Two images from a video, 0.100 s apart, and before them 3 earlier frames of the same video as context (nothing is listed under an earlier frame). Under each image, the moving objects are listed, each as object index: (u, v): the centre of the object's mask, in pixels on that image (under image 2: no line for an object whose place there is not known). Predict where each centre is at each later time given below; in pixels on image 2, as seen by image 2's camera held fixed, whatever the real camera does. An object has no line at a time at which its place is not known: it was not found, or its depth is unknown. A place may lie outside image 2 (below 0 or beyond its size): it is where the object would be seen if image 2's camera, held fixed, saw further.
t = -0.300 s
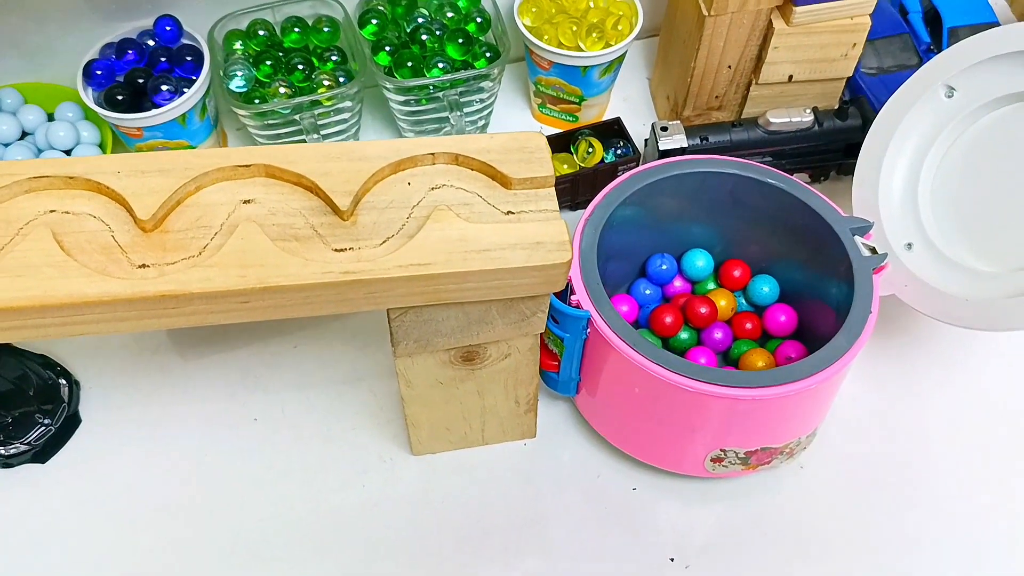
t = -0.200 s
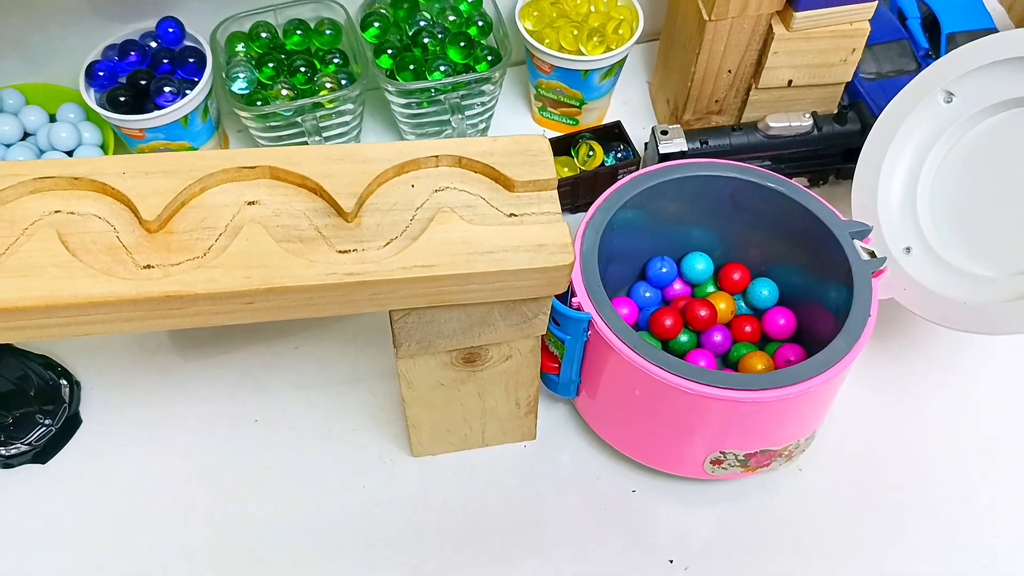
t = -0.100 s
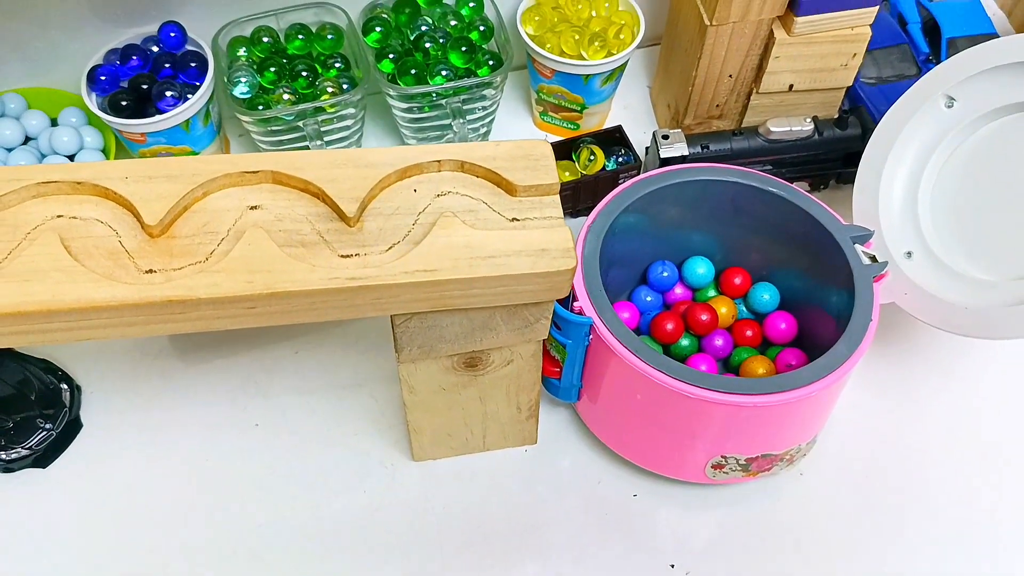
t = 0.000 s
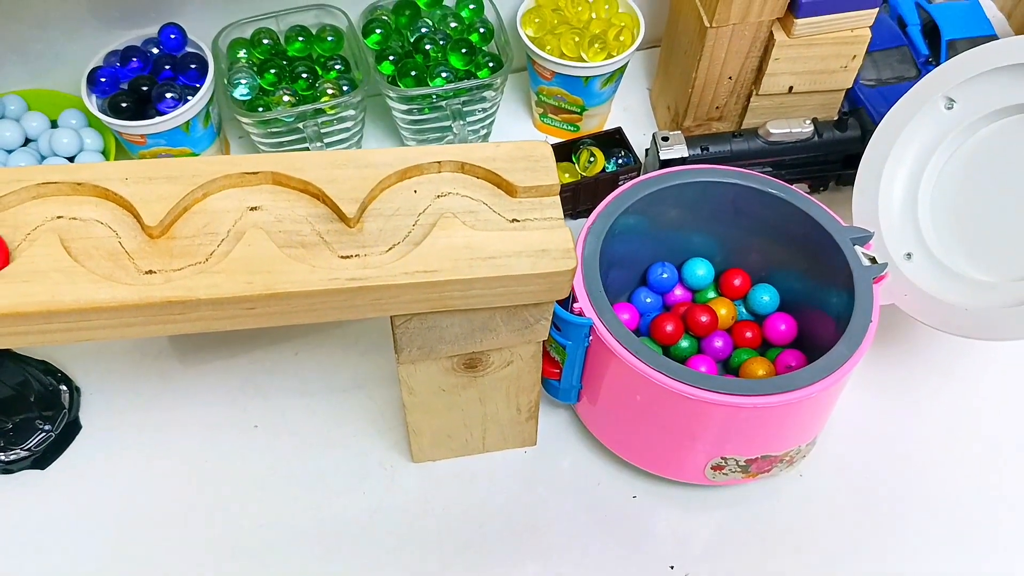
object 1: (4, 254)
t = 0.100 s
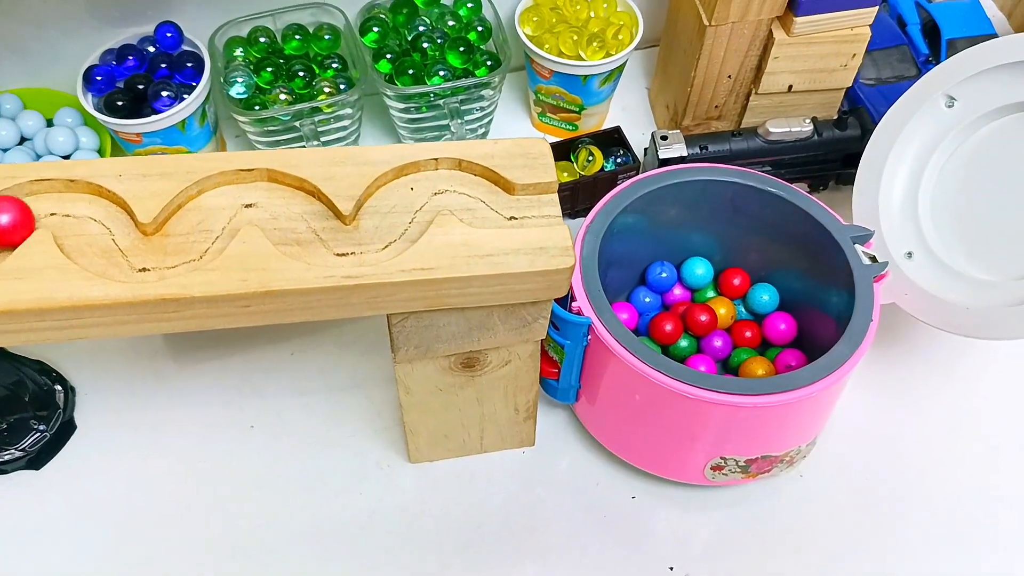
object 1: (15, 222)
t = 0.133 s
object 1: (22, 214)
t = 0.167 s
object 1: (29, 206)
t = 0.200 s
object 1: (40, 200)
